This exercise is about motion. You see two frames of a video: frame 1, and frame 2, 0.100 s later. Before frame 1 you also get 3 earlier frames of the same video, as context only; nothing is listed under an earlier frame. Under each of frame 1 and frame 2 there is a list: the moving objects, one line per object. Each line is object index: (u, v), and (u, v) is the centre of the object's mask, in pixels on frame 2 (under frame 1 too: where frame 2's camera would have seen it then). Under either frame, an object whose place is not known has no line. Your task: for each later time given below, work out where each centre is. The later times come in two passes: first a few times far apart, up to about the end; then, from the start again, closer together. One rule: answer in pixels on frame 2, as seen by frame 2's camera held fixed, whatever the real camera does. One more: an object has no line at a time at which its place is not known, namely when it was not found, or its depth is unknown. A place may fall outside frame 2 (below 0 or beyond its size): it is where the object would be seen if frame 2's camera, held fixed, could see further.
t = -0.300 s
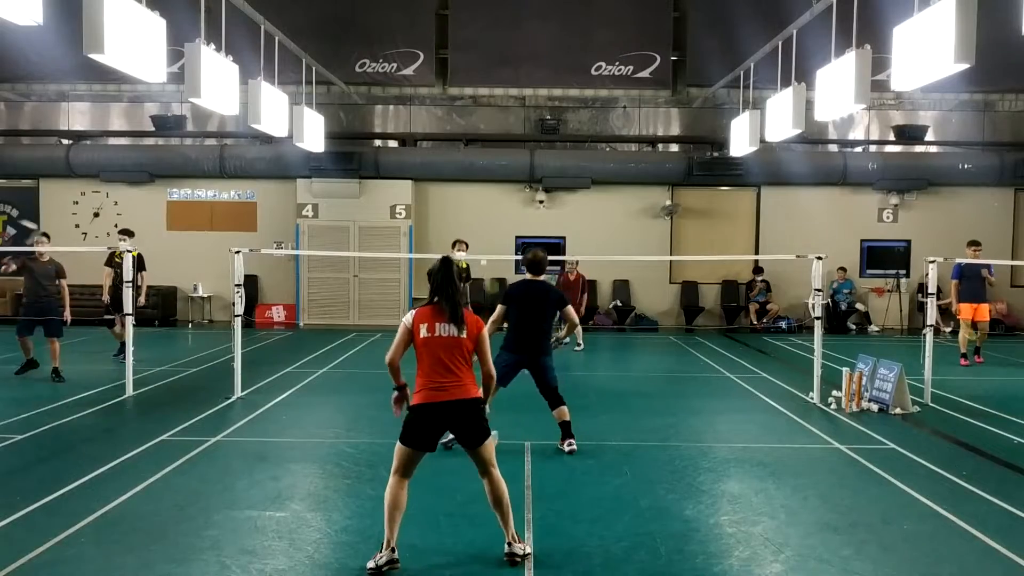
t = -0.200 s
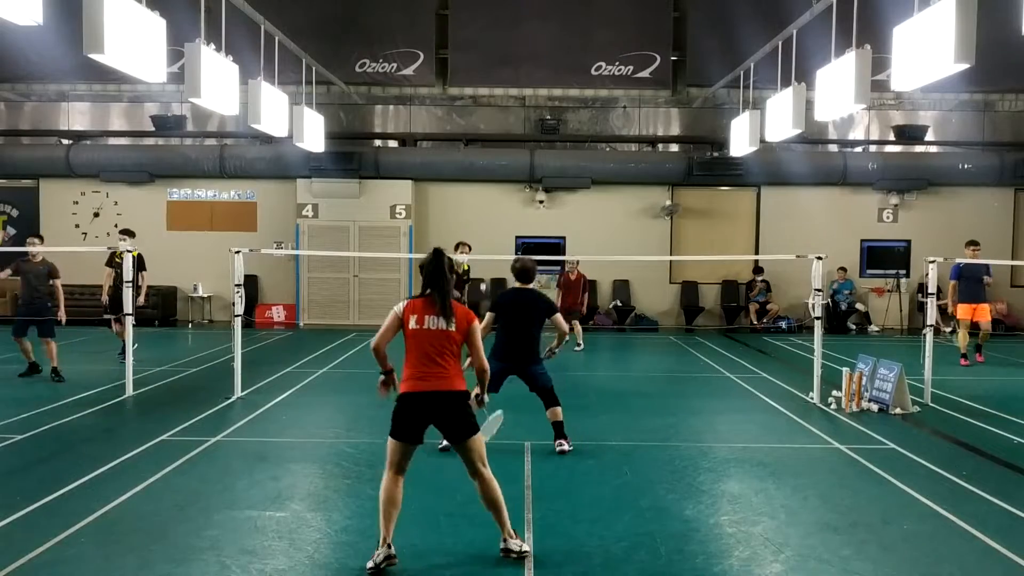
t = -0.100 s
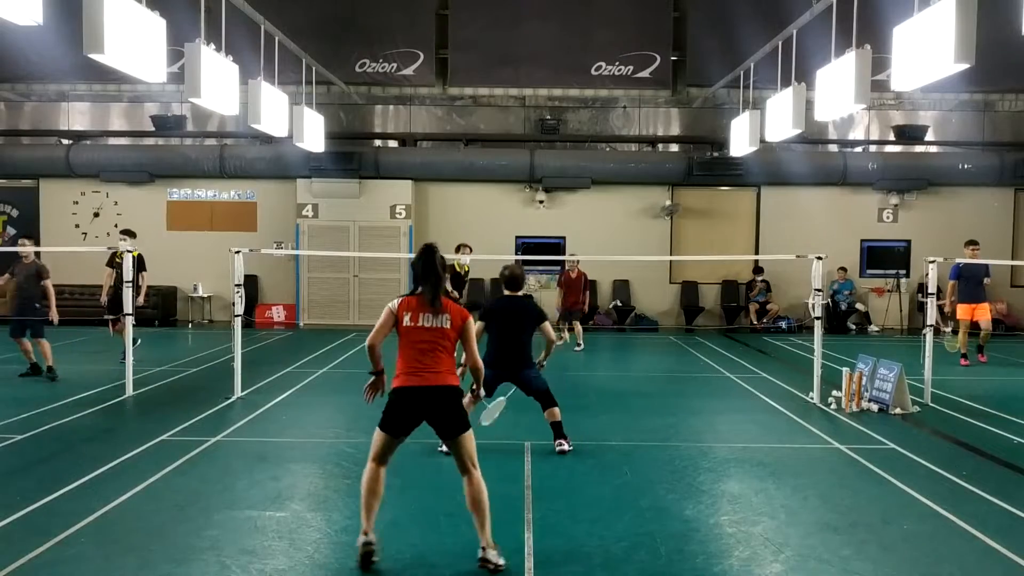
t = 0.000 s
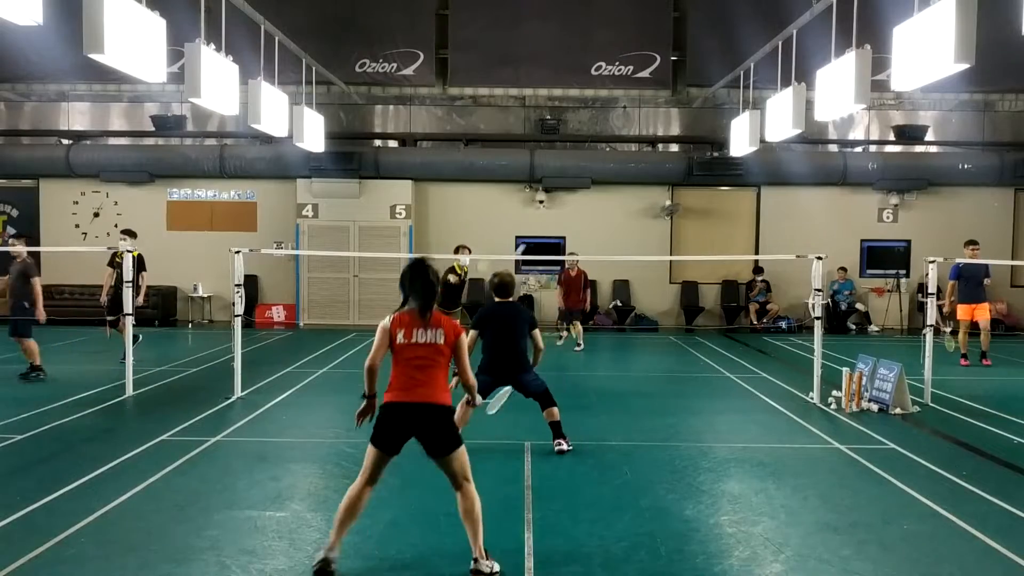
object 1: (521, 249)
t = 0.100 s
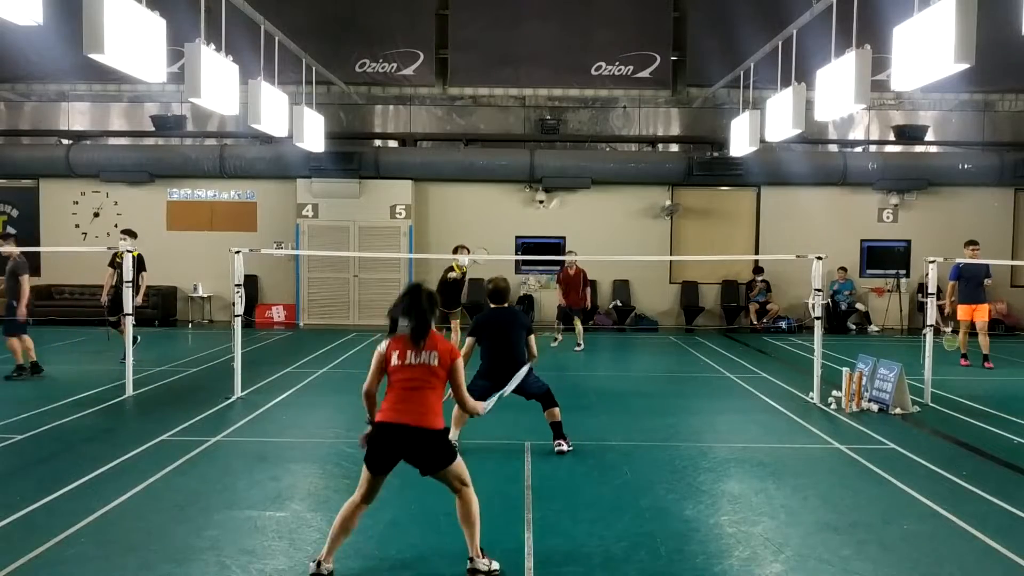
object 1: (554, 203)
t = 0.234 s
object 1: (600, 151)
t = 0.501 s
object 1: (687, 106)
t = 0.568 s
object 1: (709, 108)
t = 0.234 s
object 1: (600, 151)
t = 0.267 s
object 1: (609, 143)
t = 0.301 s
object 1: (620, 134)
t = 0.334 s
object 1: (631, 126)
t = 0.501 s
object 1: (687, 106)
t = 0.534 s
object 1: (698, 106)
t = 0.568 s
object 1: (709, 108)
